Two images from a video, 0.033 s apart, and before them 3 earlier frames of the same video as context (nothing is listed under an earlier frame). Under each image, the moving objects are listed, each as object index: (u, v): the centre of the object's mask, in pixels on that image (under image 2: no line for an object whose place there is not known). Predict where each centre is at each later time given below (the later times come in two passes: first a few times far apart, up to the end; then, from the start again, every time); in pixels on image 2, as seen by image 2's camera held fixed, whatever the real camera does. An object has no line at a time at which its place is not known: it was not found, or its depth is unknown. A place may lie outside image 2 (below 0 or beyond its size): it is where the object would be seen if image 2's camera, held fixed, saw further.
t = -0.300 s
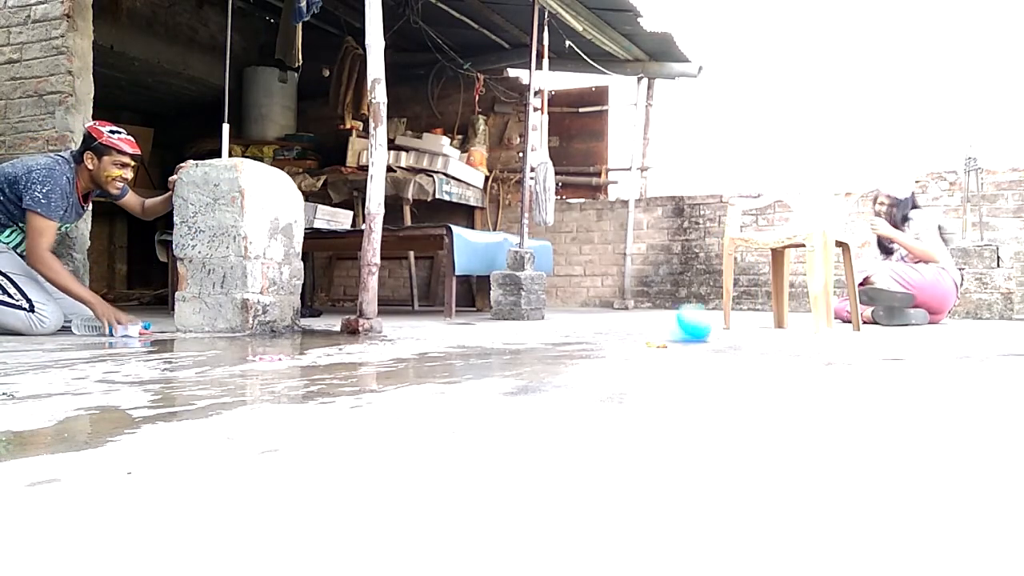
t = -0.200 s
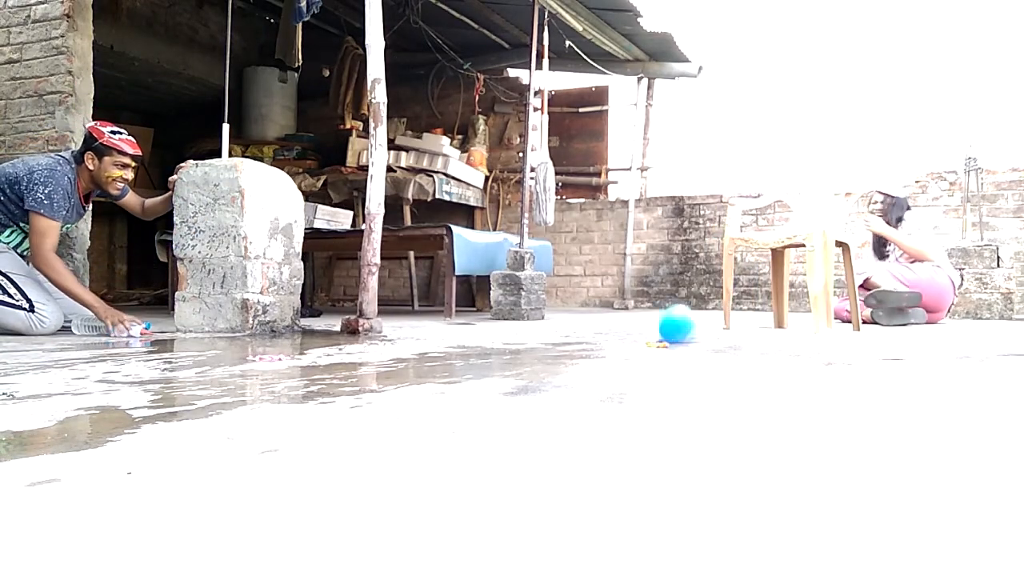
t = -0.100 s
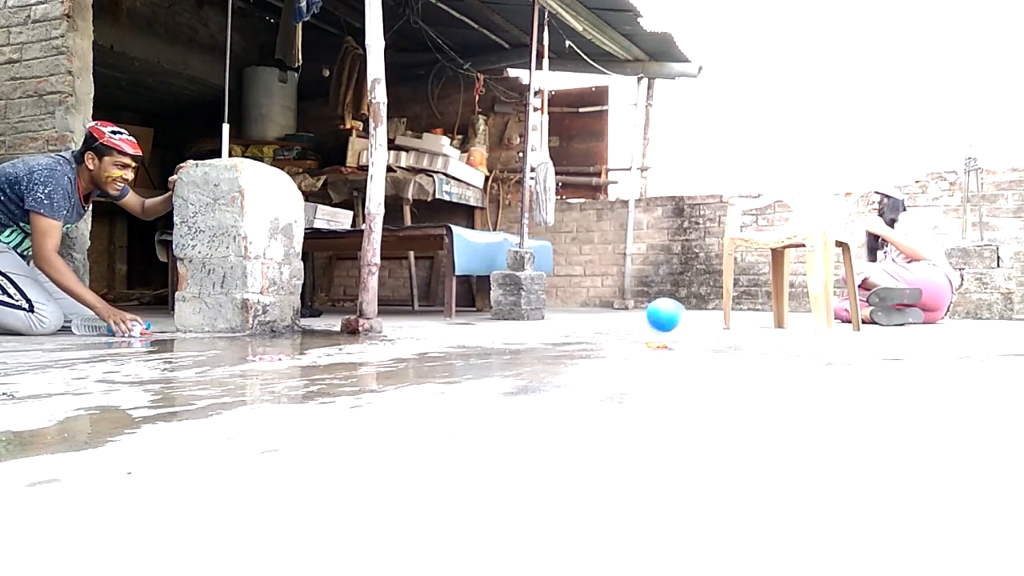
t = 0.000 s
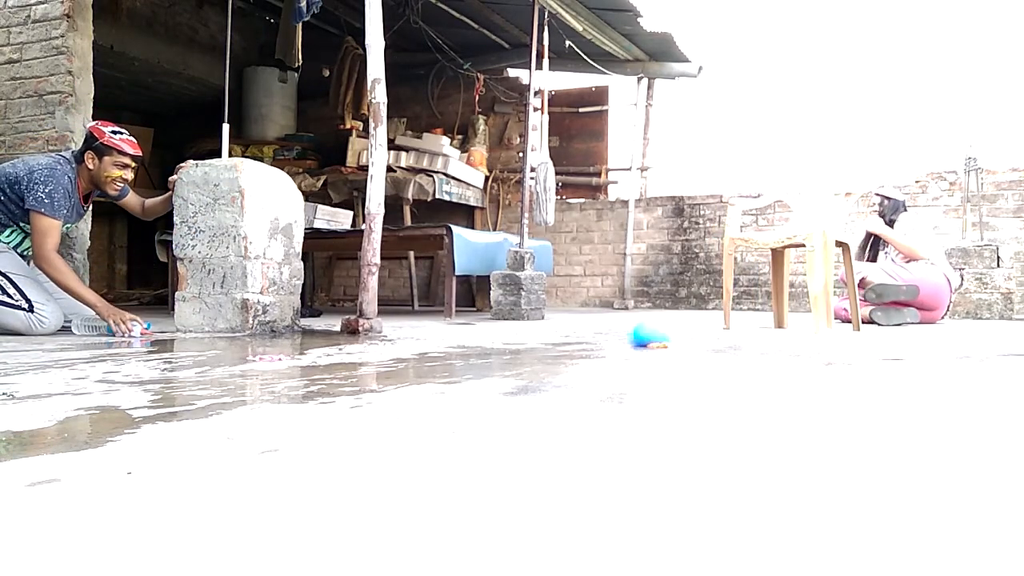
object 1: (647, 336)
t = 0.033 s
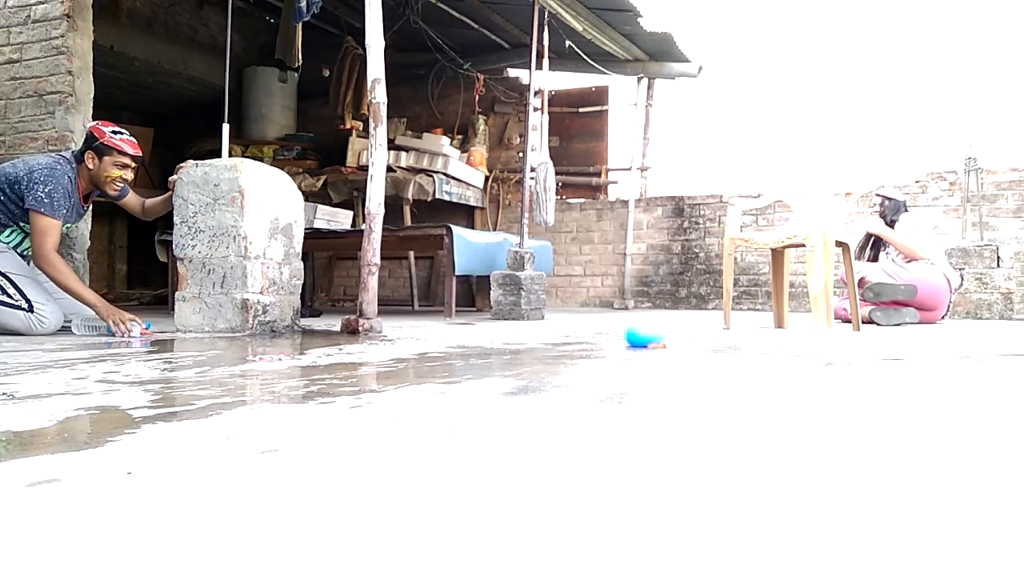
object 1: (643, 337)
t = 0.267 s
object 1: (602, 339)
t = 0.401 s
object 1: (575, 327)
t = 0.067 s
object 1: (638, 332)
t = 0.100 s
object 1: (633, 325)
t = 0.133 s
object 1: (627, 323)
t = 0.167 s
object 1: (622, 323)
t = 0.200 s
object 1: (616, 328)
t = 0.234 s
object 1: (609, 336)
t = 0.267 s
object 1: (602, 339)
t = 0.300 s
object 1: (596, 332)
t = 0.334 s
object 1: (591, 327)
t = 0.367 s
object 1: (580, 324)
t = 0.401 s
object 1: (575, 327)
